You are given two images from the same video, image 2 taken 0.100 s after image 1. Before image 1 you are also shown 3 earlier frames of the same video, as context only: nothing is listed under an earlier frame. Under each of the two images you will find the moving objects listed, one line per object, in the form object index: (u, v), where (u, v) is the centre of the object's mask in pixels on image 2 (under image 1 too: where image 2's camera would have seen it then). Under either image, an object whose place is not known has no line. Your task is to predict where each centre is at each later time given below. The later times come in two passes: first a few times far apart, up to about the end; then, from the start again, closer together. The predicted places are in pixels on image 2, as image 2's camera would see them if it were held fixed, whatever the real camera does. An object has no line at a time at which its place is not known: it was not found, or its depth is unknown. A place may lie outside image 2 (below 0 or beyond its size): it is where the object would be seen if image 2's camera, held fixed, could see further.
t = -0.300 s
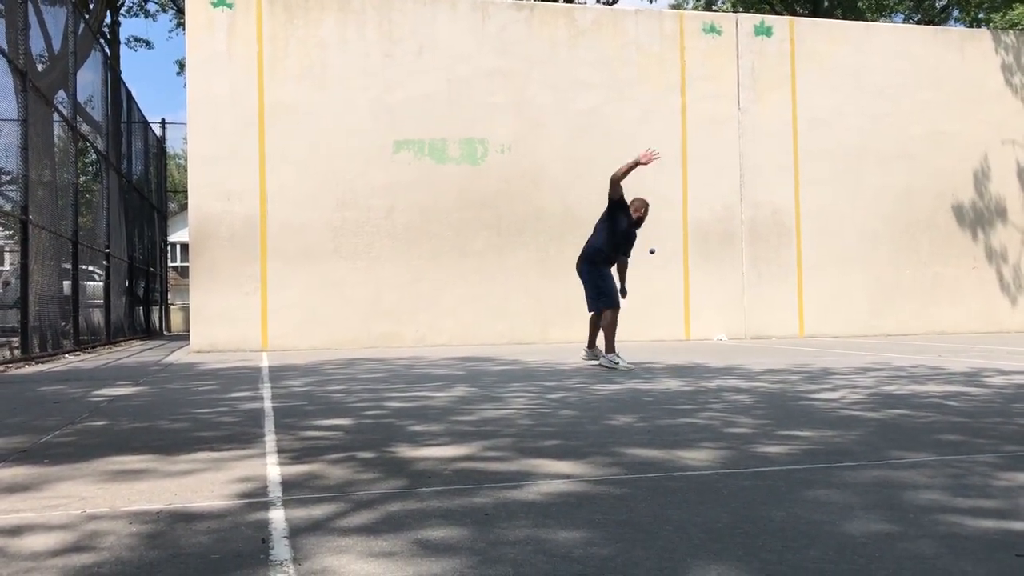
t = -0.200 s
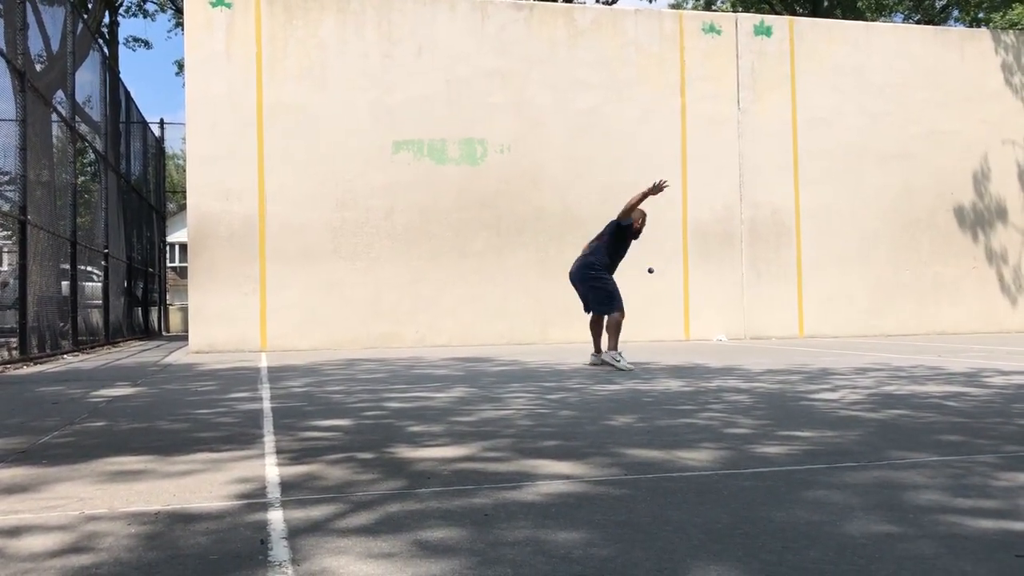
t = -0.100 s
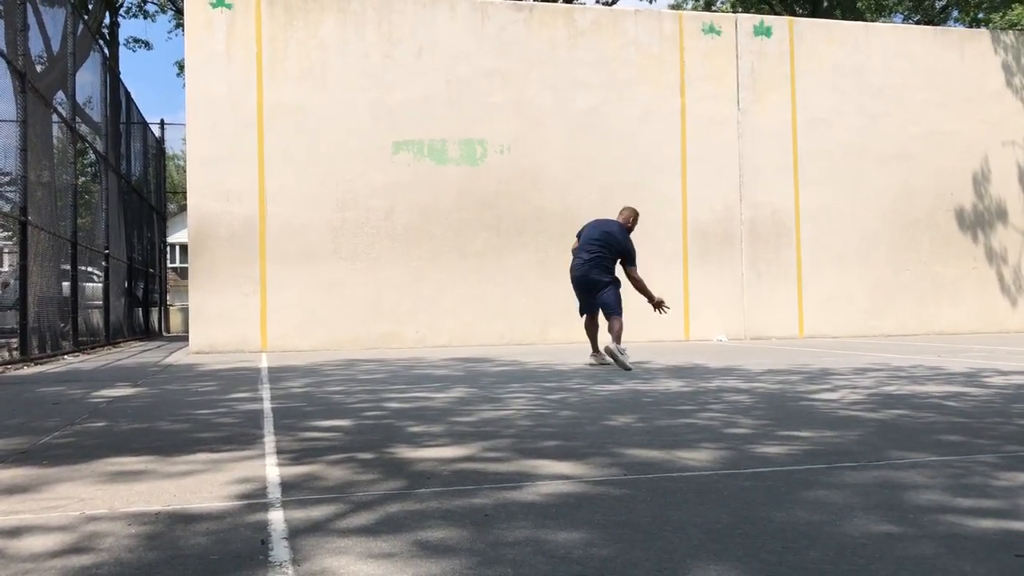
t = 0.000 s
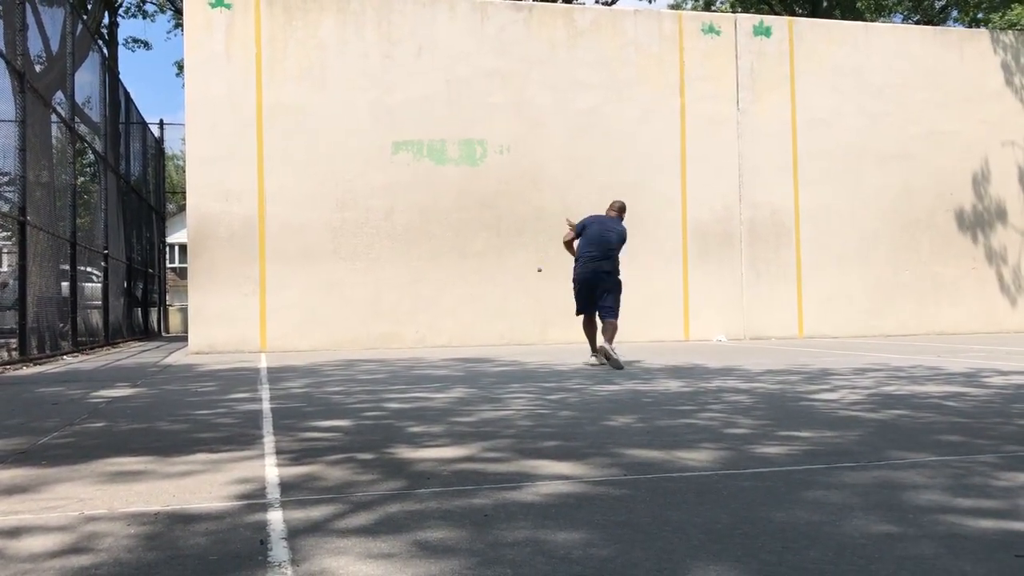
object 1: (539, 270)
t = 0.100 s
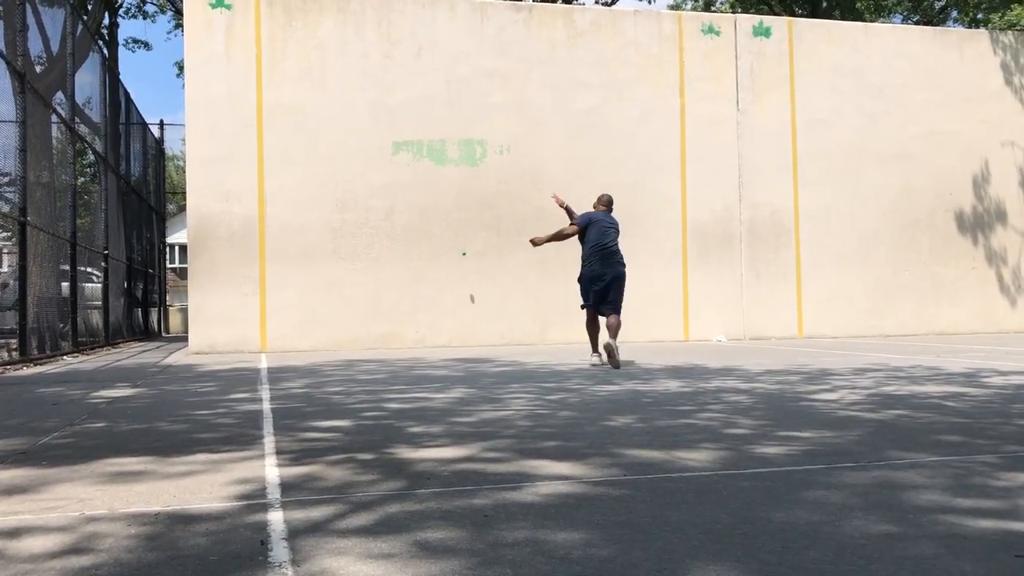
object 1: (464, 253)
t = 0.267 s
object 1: (458, 227)
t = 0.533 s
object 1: (456, 218)
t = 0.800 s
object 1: (444, 335)
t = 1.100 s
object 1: (396, 195)
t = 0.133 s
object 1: (458, 248)
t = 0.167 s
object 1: (457, 242)
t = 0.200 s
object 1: (458, 236)
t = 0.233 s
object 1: (458, 231)
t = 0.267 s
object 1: (458, 227)
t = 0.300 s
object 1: (458, 223)
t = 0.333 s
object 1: (458, 220)
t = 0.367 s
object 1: (458, 217)
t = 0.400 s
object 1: (458, 215)
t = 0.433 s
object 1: (457, 214)
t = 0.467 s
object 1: (457, 214)
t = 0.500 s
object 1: (457, 216)
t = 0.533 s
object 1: (456, 218)
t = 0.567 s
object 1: (455, 223)
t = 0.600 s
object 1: (455, 229)
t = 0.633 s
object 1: (454, 238)
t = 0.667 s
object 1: (453, 249)
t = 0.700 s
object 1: (451, 264)
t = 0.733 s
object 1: (450, 282)
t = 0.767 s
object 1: (447, 306)
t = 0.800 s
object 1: (444, 335)
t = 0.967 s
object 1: (424, 346)
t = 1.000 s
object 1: (418, 310)
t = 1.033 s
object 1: (412, 274)
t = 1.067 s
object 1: (404, 235)
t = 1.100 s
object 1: (396, 195)
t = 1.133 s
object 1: (385, 152)
